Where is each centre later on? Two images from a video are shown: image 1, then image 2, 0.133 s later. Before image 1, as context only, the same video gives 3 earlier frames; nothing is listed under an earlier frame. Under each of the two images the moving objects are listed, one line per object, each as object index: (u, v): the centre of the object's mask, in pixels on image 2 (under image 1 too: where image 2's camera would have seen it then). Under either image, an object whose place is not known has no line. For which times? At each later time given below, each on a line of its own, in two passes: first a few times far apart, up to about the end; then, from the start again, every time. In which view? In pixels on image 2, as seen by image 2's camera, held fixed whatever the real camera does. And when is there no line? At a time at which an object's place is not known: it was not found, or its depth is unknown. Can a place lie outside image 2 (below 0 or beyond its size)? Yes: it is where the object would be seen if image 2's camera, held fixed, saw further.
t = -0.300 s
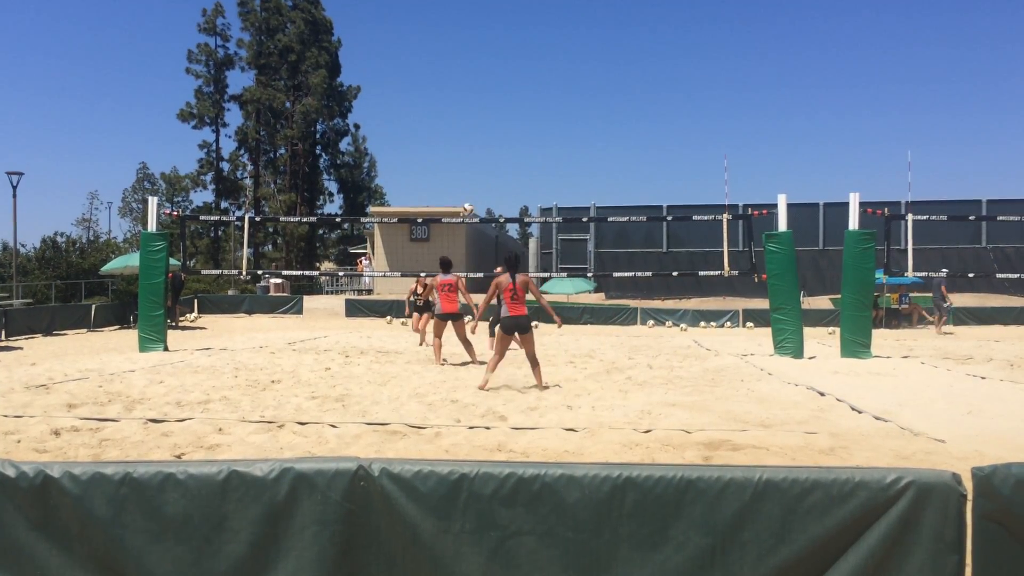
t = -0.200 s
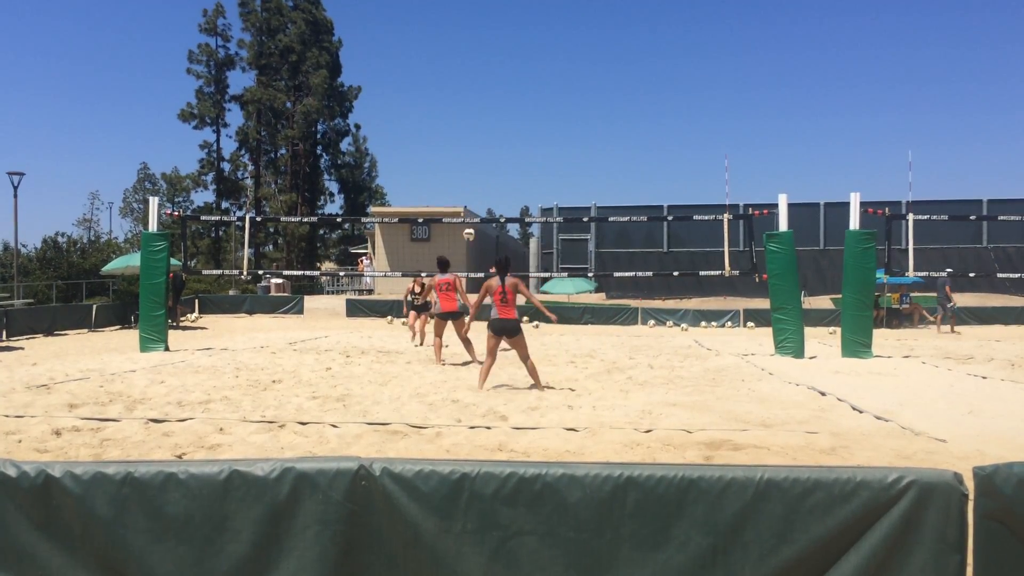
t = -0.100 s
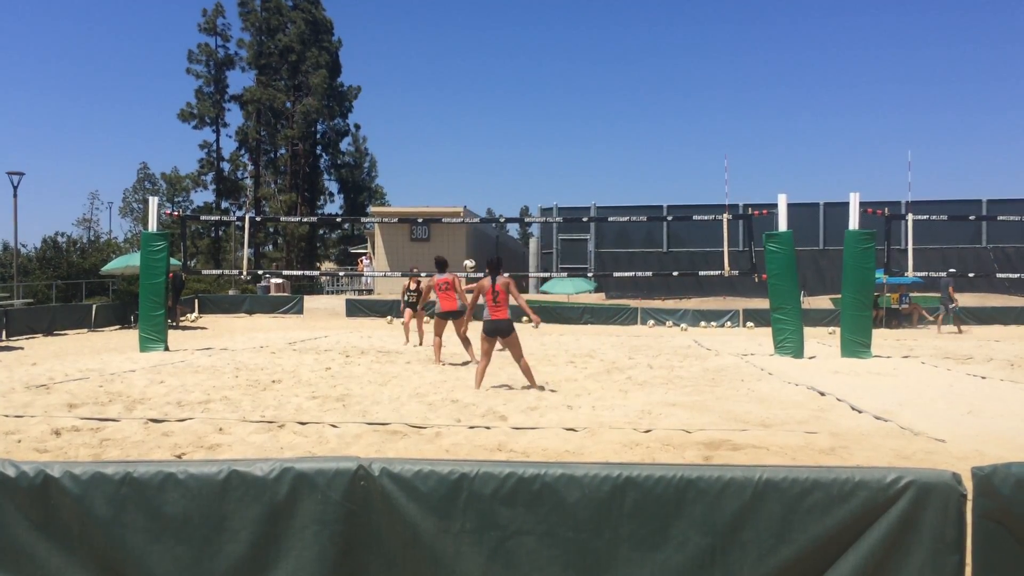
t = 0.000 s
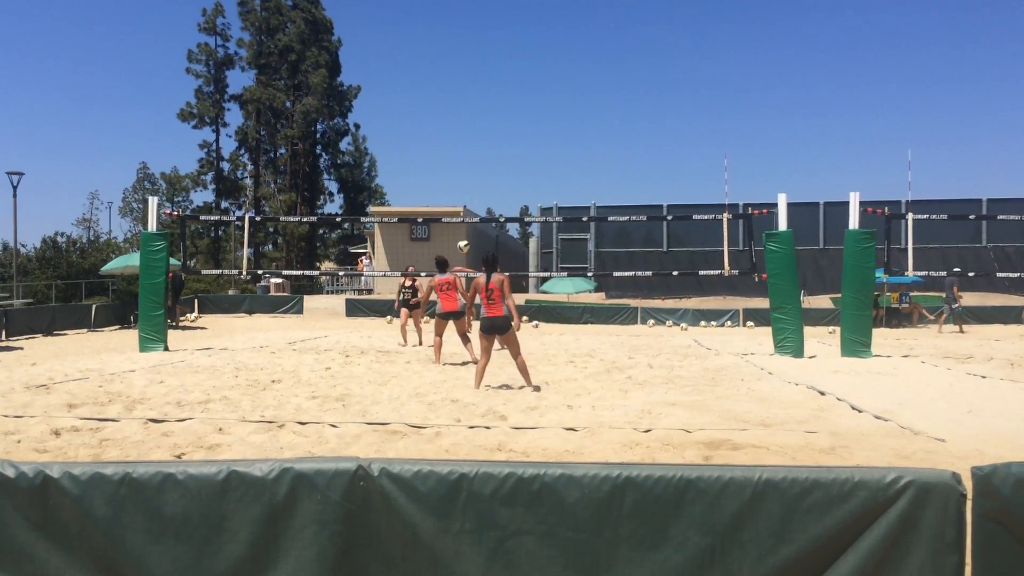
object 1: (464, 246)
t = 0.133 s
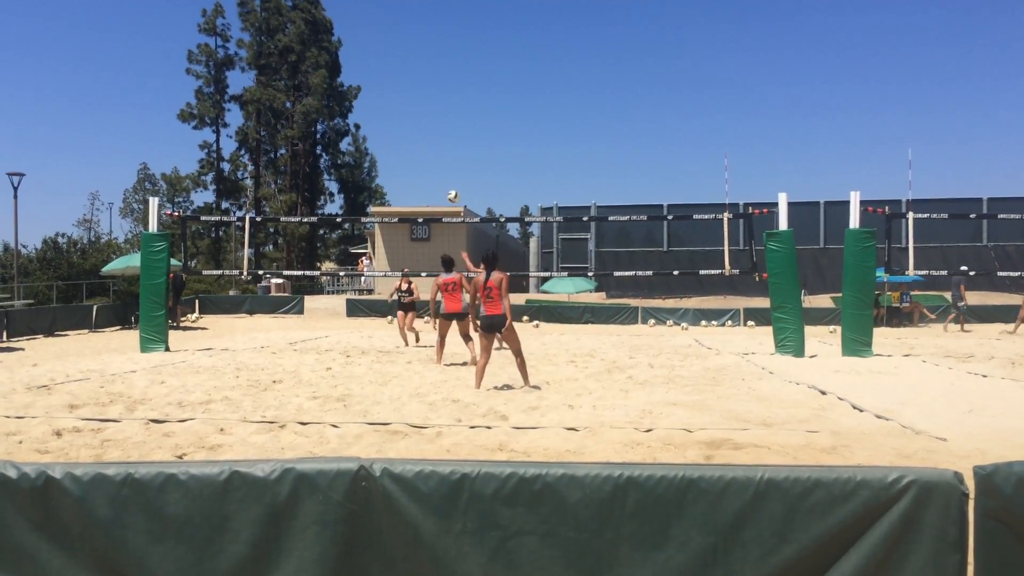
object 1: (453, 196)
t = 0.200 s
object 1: (447, 175)
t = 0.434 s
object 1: (430, 121)
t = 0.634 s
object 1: (415, 97)
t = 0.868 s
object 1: (397, 98)
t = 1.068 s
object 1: (383, 125)
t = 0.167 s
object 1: (450, 186)
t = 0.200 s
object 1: (447, 175)
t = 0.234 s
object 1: (445, 166)
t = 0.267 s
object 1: (442, 156)
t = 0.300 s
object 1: (439, 148)
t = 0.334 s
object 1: (437, 140)
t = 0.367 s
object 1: (434, 133)
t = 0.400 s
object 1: (432, 127)
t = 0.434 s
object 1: (430, 121)
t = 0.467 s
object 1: (427, 115)
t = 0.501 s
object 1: (425, 111)
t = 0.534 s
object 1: (422, 106)
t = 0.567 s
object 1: (419, 103)
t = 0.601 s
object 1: (417, 100)
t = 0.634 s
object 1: (415, 97)
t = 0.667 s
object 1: (412, 96)
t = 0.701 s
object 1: (410, 95)
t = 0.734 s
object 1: (407, 94)
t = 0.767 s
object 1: (404, 94)
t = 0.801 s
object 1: (402, 95)
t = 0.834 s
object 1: (400, 97)
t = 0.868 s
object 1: (397, 98)
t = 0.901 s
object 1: (395, 101)
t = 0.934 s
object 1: (392, 105)
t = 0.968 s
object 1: (390, 109)
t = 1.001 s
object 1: (388, 114)
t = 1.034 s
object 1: (385, 119)
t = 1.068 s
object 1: (383, 125)
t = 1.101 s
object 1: (381, 131)
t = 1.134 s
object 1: (379, 139)
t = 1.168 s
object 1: (377, 146)
